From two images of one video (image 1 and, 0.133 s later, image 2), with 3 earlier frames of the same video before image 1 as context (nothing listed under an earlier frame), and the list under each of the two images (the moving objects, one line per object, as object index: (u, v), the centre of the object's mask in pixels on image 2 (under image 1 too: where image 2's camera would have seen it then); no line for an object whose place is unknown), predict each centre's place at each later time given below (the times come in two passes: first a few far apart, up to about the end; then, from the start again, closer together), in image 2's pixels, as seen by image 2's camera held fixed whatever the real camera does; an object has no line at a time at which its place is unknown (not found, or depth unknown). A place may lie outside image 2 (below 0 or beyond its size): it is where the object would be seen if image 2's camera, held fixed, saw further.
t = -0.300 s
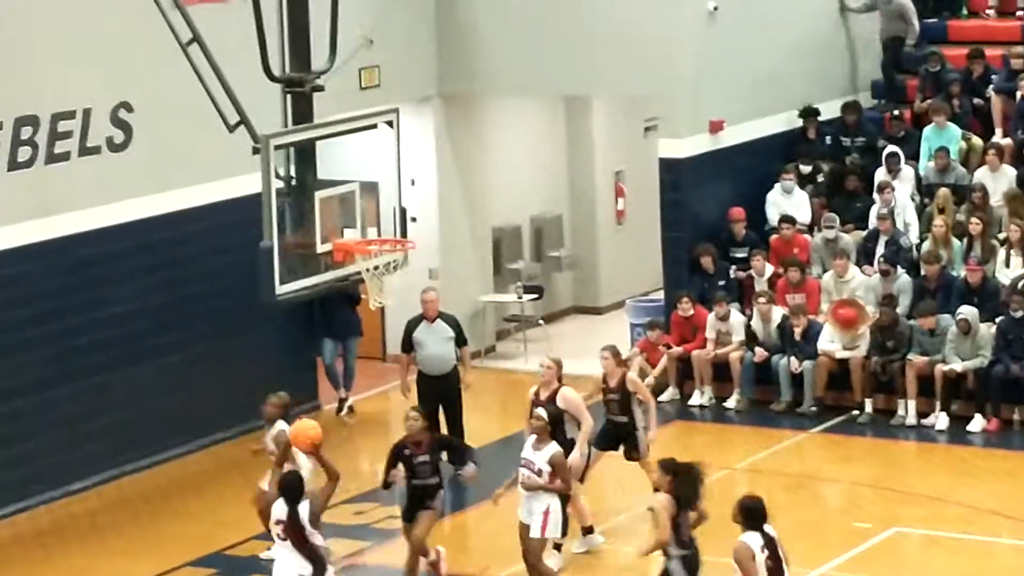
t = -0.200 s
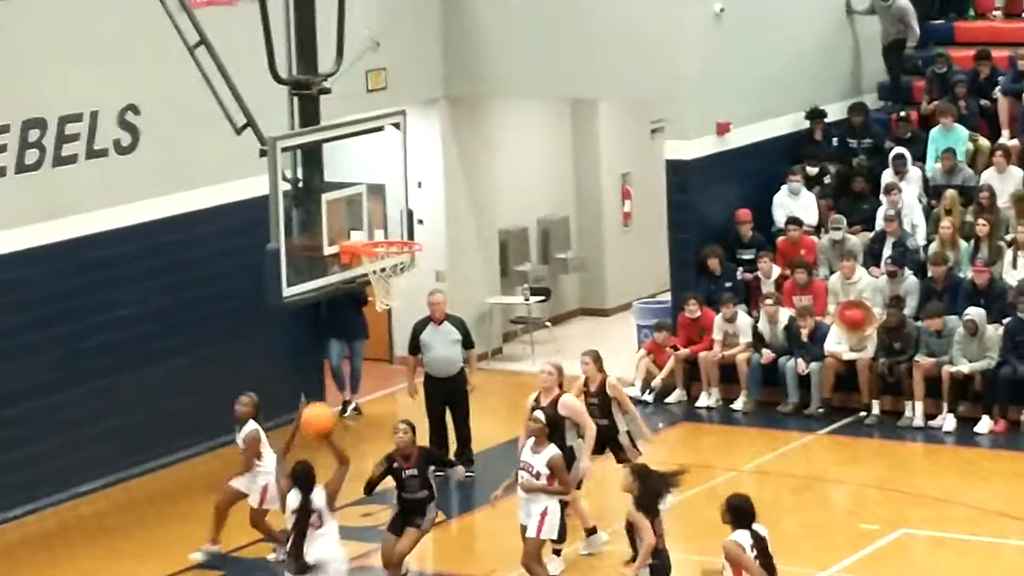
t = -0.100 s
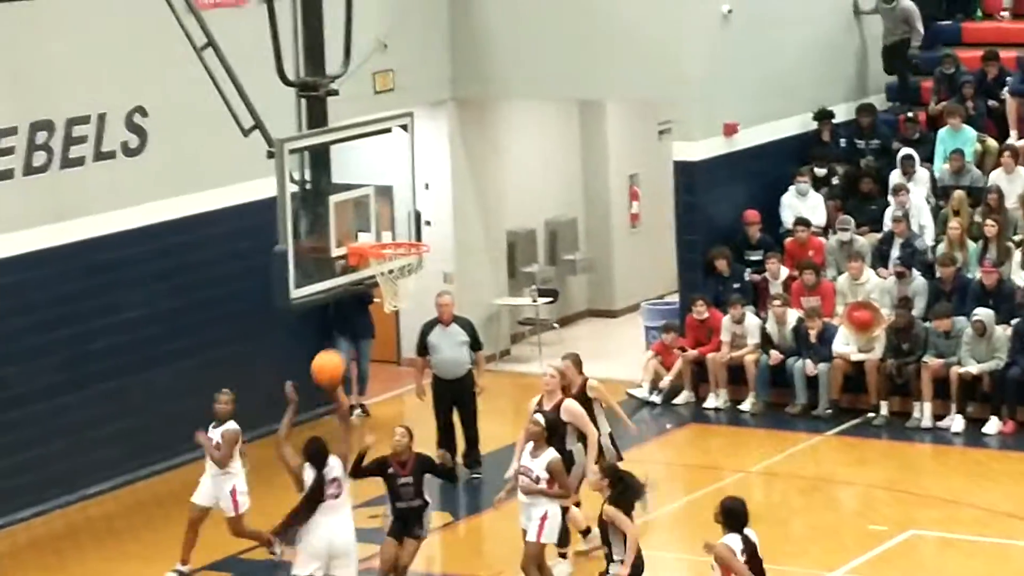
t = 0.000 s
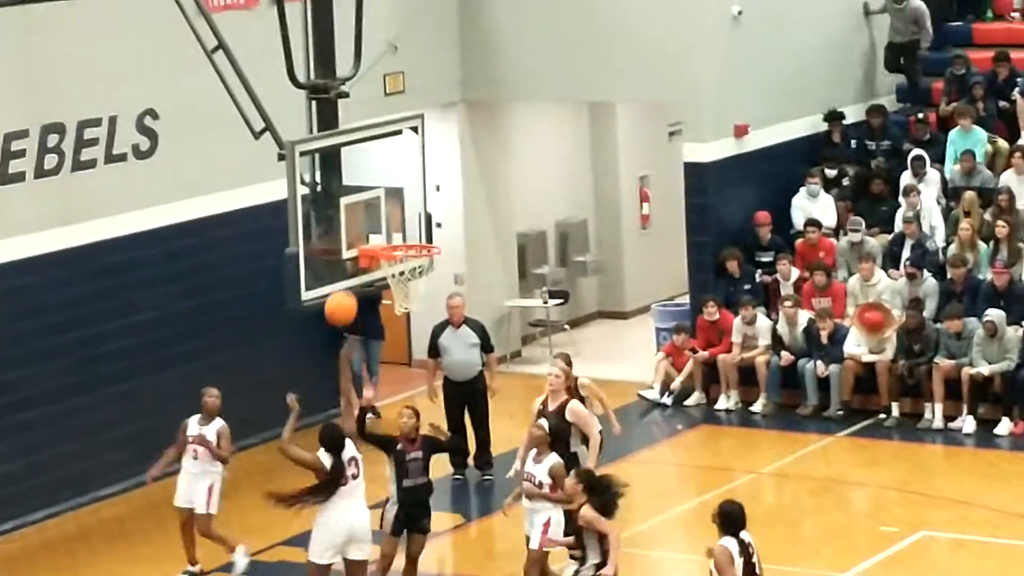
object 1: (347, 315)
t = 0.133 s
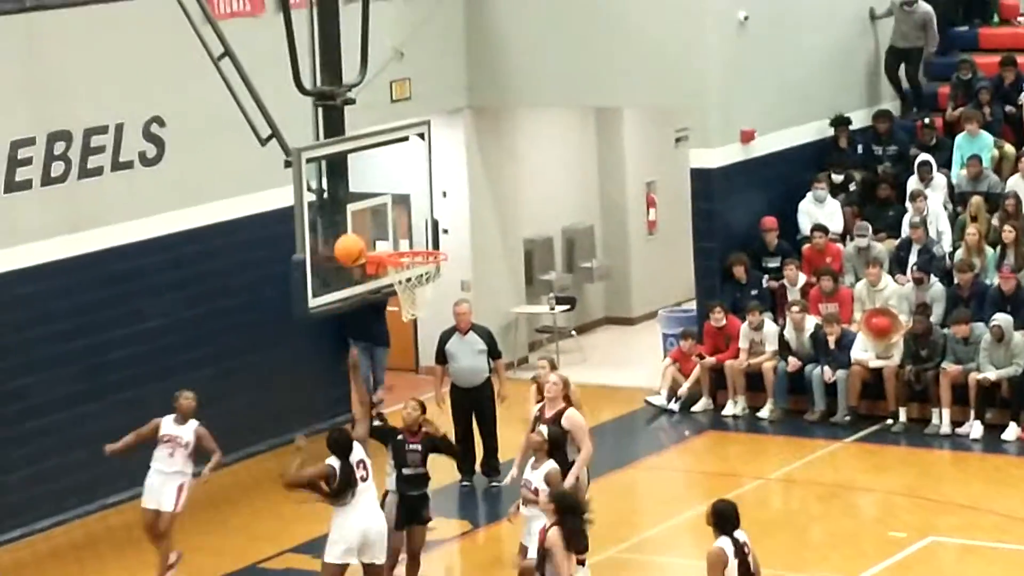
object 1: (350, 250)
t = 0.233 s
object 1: (360, 224)
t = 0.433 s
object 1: (415, 237)
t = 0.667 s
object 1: (390, 278)
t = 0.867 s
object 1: (390, 287)
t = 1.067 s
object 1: (421, 320)
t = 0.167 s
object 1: (351, 237)
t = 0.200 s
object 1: (352, 228)
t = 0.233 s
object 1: (360, 224)
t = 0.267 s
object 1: (370, 222)
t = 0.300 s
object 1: (378, 221)
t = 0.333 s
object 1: (389, 224)
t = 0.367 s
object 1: (396, 227)
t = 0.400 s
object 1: (405, 230)
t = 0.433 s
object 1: (415, 237)
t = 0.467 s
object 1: (424, 244)
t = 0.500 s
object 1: (432, 251)
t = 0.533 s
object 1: (425, 256)
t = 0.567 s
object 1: (417, 261)
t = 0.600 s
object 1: (407, 271)
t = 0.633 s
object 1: (397, 277)
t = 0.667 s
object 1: (390, 278)
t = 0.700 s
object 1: (388, 281)
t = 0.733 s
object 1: (387, 281)
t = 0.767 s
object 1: (387, 281)
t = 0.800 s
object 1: (388, 281)
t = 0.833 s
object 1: (388, 282)
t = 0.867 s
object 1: (390, 287)
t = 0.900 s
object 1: (394, 291)
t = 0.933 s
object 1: (395, 292)
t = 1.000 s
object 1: (411, 298)
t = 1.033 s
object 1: (415, 304)
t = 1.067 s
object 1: (421, 320)
